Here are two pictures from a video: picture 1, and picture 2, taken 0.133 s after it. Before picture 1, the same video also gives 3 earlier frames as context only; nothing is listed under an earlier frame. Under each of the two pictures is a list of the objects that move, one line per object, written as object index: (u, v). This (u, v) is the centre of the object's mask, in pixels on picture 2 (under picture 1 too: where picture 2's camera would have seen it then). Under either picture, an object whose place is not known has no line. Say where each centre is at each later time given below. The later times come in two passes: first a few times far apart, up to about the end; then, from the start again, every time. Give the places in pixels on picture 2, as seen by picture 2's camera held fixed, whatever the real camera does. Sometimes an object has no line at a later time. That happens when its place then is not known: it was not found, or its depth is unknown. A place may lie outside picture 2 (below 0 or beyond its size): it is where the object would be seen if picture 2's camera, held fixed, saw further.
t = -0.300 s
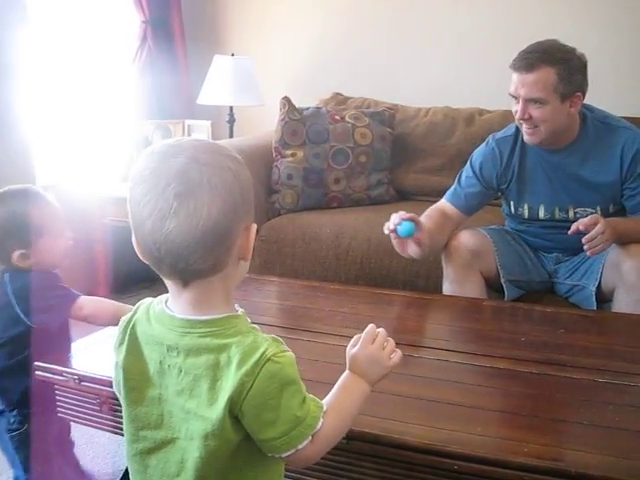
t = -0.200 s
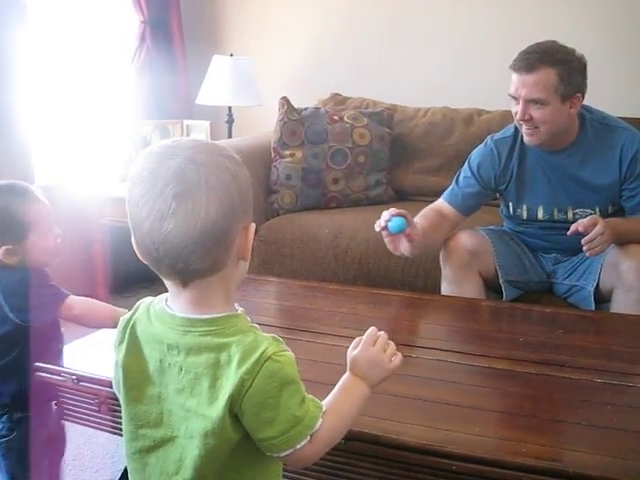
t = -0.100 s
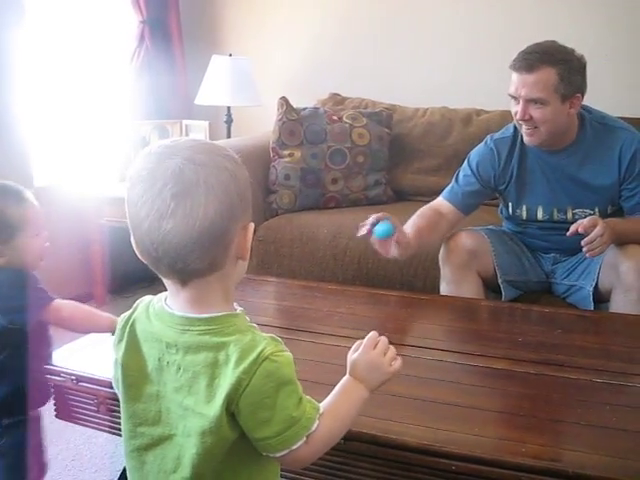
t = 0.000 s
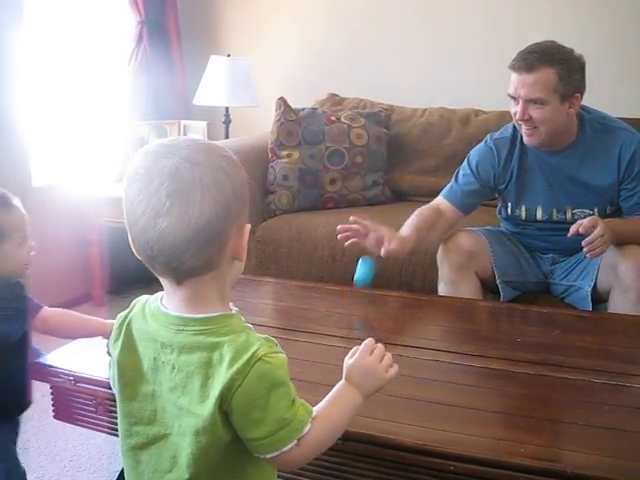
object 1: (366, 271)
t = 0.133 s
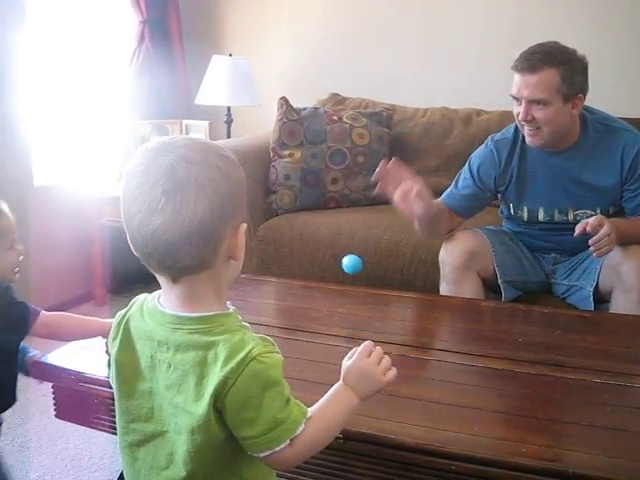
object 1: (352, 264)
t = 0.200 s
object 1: (346, 267)
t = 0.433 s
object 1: (316, 292)
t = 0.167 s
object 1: (349, 264)
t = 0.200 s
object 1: (346, 267)
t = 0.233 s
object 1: (342, 276)
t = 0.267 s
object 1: (338, 289)
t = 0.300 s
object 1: (335, 292)
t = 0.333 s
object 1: (330, 286)
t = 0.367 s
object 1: (326, 284)
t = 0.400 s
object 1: (321, 286)
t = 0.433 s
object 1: (316, 292)
